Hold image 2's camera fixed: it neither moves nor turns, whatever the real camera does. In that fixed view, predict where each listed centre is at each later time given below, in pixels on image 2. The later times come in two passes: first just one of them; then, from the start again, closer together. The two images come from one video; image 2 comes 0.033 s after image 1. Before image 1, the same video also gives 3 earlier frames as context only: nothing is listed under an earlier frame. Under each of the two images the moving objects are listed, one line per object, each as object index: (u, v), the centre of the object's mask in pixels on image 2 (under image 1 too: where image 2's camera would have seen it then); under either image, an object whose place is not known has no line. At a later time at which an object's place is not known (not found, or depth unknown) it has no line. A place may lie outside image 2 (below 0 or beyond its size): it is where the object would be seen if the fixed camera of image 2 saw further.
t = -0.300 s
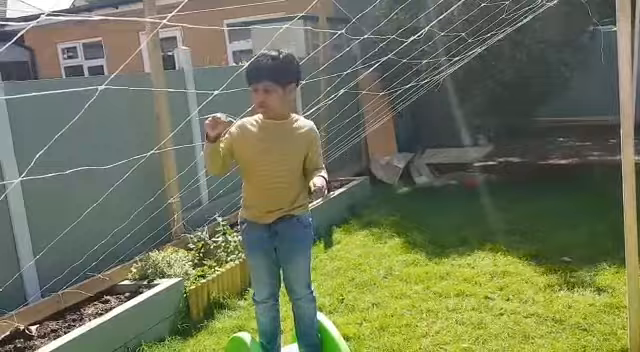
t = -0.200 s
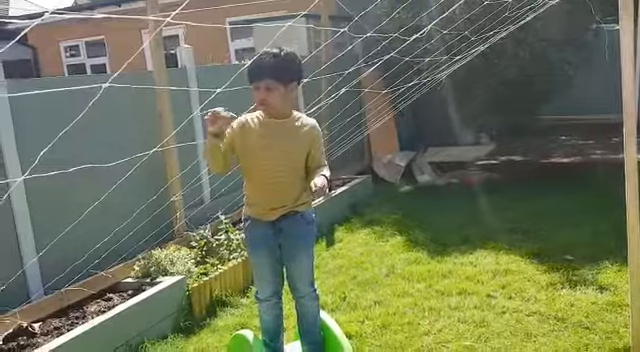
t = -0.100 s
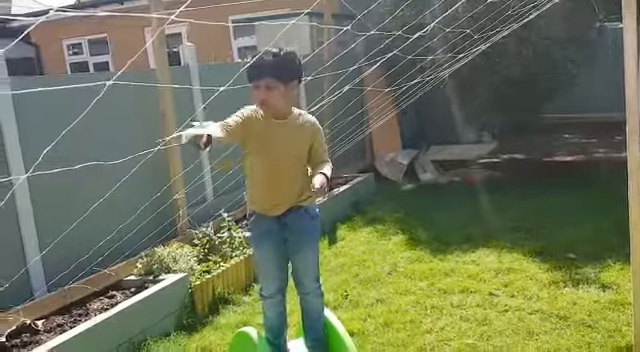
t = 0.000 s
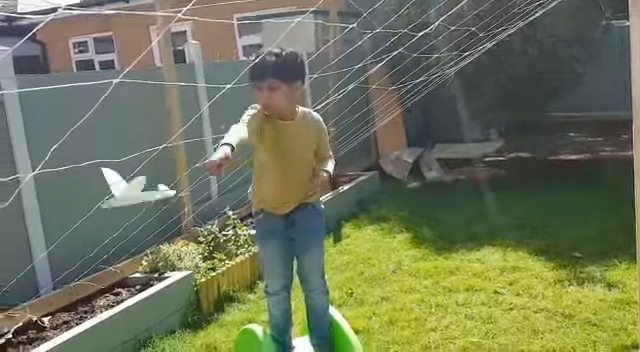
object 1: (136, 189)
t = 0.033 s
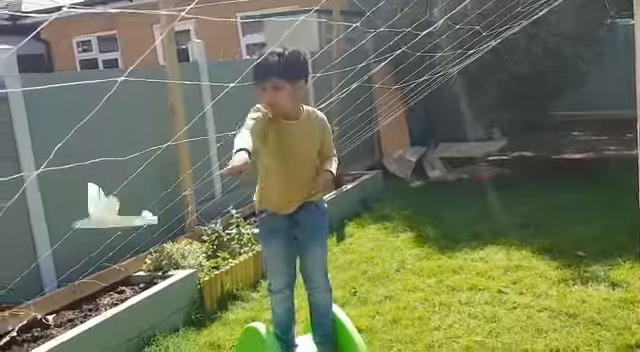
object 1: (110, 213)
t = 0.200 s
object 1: (0, 342)
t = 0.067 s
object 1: (83, 238)
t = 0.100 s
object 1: (58, 265)
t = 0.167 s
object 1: (17, 323)
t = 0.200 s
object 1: (0, 342)
